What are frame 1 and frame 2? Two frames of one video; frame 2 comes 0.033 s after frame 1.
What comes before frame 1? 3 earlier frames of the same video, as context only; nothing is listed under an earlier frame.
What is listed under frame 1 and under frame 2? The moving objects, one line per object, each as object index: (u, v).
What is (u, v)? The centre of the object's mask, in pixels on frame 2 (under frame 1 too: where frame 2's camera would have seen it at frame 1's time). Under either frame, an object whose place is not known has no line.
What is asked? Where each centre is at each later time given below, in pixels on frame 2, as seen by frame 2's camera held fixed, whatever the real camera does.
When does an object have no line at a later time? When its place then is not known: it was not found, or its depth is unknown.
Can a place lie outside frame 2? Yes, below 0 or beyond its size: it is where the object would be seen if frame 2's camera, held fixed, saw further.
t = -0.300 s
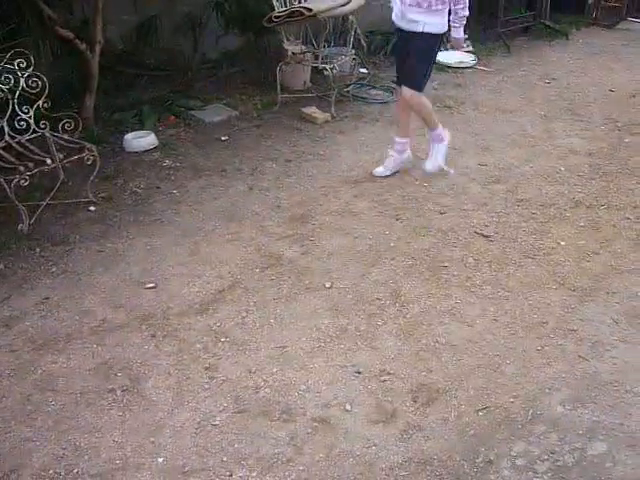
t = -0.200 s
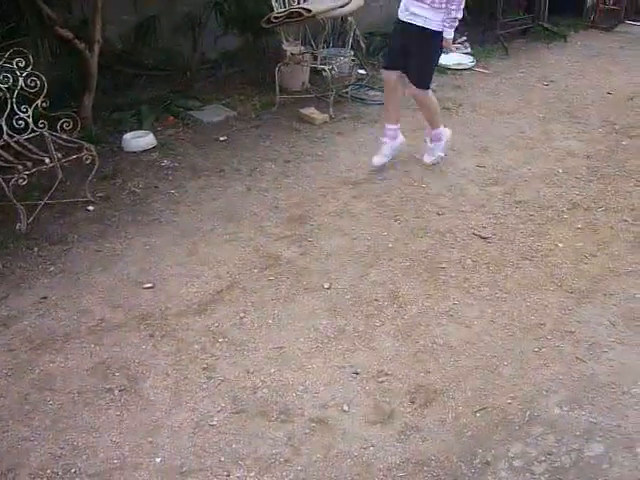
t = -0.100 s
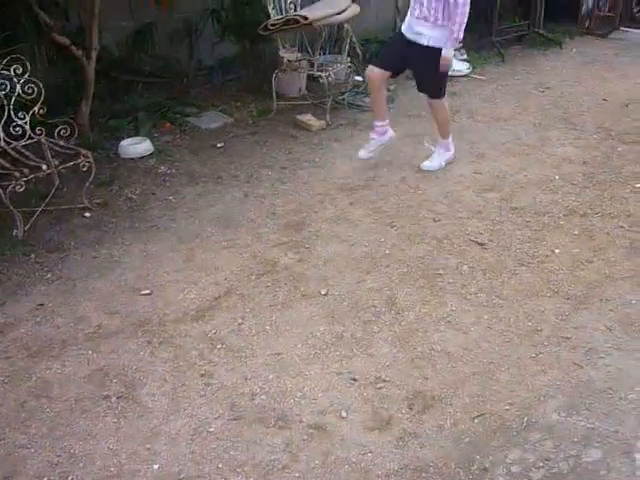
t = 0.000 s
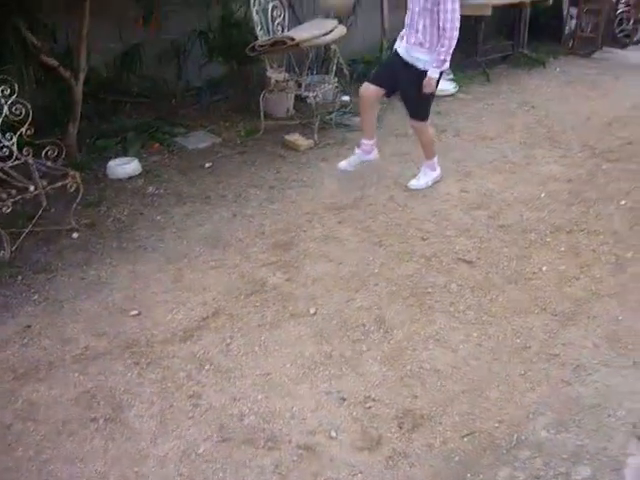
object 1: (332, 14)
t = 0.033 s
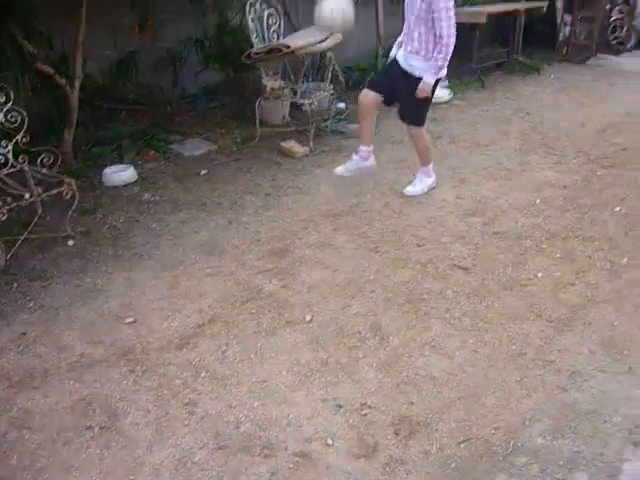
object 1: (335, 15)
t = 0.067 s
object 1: (339, 33)
